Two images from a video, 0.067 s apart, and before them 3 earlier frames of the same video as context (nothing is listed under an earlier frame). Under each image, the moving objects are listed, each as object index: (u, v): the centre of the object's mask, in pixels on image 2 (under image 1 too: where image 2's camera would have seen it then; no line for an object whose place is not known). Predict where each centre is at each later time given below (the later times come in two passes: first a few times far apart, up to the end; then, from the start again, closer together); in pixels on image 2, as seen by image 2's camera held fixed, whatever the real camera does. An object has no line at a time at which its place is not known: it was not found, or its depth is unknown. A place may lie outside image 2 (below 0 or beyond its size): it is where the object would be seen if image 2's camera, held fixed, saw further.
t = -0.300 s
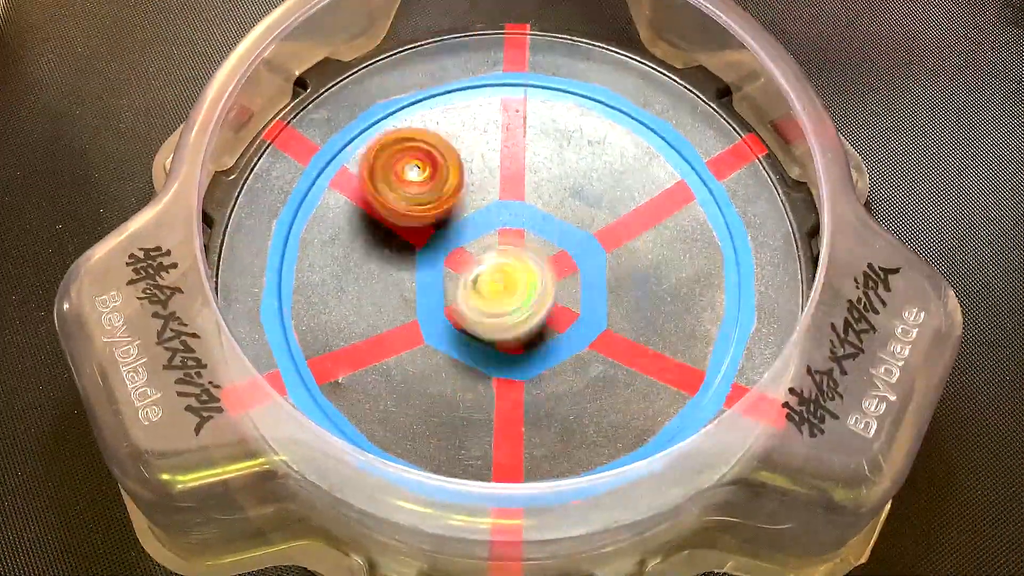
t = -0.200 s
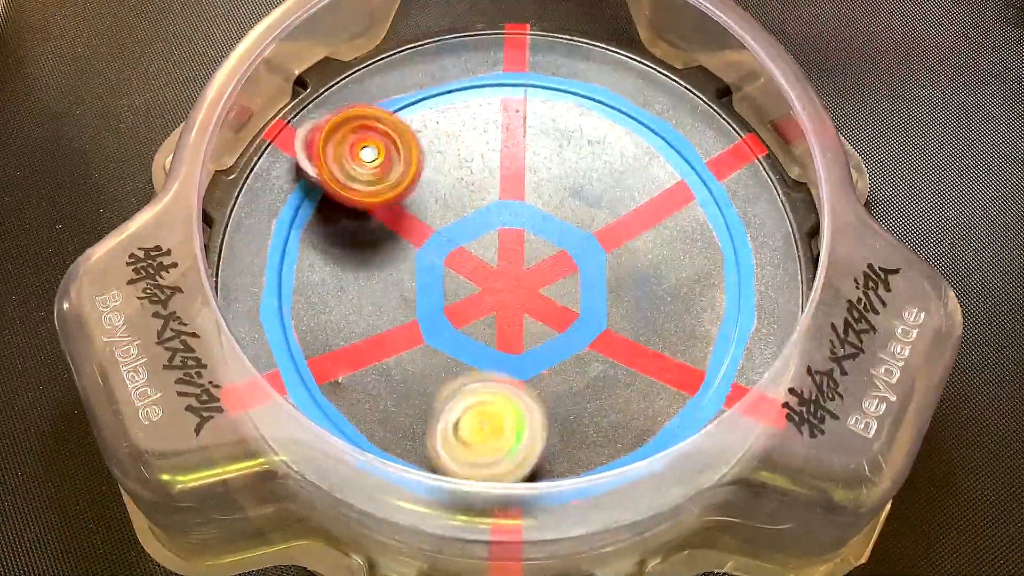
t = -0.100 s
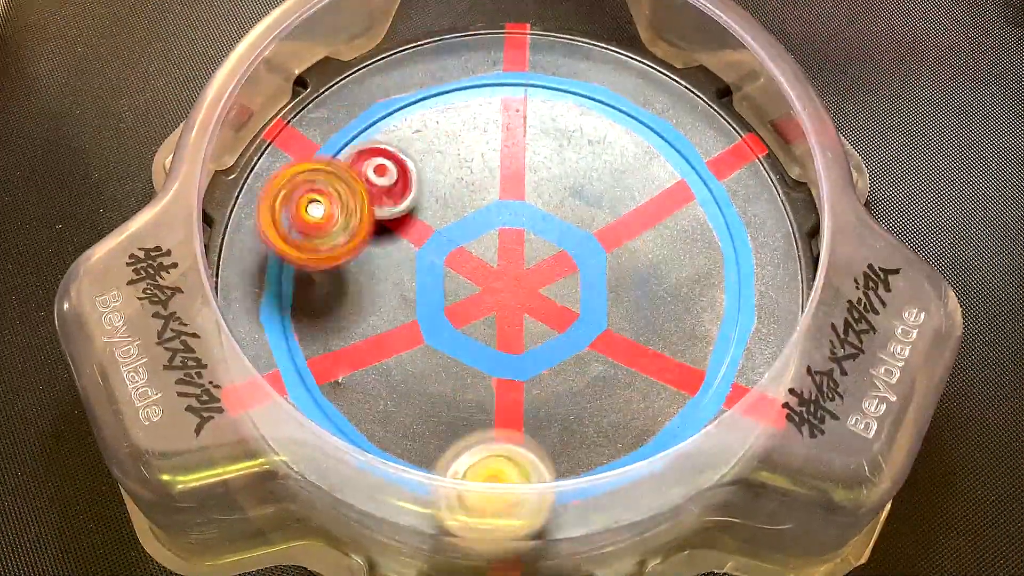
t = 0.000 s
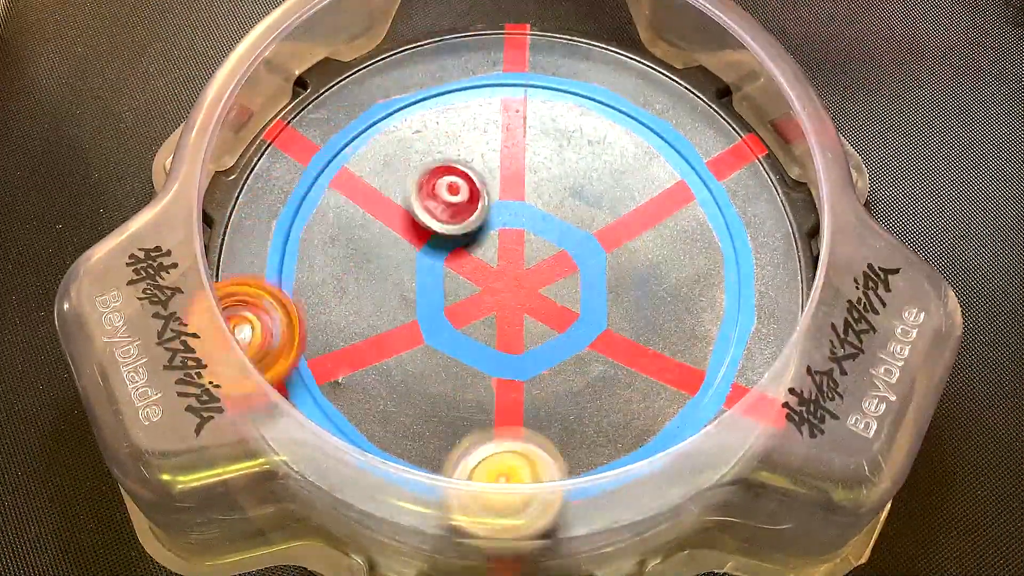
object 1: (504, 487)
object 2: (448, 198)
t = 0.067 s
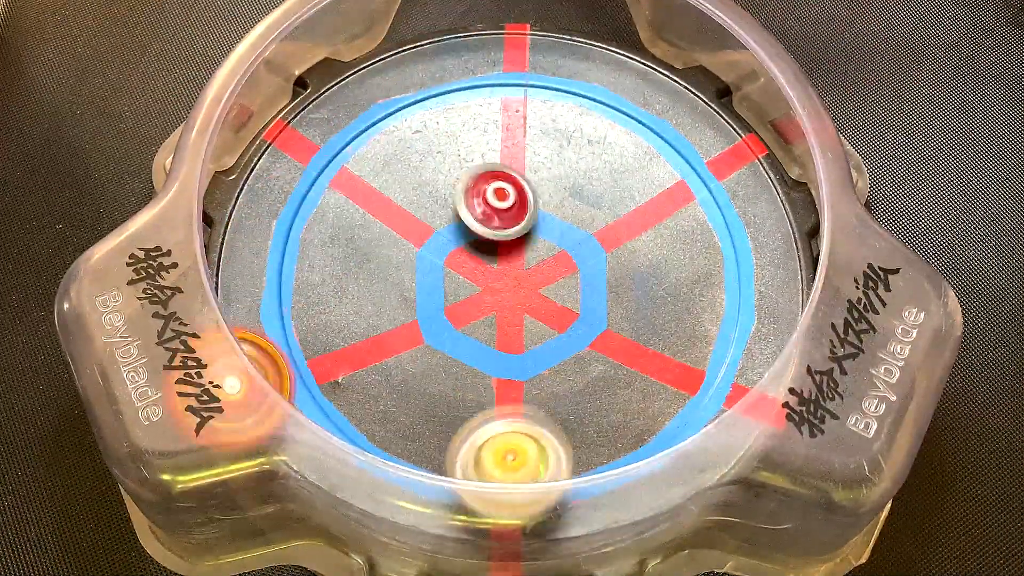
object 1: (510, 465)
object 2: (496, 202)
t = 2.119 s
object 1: (431, 342)
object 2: (593, 338)
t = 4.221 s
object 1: (612, 291)
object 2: (482, 198)
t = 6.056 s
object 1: (482, 311)
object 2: (565, 193)
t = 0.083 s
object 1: (511, 460)
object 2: (508, 203)
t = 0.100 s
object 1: (512, 454)
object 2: (519, 203)
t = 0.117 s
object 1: (513, 440)
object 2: (529, 202)
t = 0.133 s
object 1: (515, 434)
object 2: (538, 202)
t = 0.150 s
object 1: (514, 428)
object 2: (547, 199)
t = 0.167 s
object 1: (514, 420)
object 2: (554, 198)
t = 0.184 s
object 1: (515, 410)
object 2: (562, 197)
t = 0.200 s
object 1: (514, 401)
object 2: (568, 194)
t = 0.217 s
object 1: (514, 389)
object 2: (575, 193)
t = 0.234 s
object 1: (511, 379)
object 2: (580, 190)
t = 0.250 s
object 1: (509, 366)
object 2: (585, 188)
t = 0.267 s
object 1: (506, 355)
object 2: (588, 185)
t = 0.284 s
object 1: (503, 343)
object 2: (591, 182)
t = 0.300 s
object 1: (508, 328)
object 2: (593, 179)
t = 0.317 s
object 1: (515, 314)
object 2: (594, 174)
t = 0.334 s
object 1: (519, 299)
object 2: (594, 170)
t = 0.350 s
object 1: (525, 285)
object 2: (595, 166)
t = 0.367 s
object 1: (530, 270)
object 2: (594, 161)
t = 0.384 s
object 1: (531, 255)
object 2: (592, 156)
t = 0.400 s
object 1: (535, 243)
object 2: (589, 151)
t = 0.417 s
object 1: (536, 229)
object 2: (586, 145)
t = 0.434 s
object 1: (538, 219)
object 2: (581, 140)
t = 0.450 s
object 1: (536, 208)
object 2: (578, 134)
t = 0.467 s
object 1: (529, 205)
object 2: (580, 116)
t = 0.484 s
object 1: (519, 202)
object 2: (582, 93)
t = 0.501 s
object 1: (513, 200)
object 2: (579, 80)
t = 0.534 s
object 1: (494, 197)
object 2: (567, 70)
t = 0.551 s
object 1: (483, 195)
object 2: (559, 70)
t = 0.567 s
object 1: (475, 193)
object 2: (553, 71)
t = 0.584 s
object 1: (466, 191)
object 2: (545, 70)
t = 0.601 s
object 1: (460, 188)
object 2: (538, 70)
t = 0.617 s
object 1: (463, 183)
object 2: (530, 71)
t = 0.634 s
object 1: (469, 176)
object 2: (522, 72)
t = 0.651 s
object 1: (474, 169)
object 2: (513, 75)
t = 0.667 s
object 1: (483, 164)
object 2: (504, 79)
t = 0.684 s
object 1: (483, 163)
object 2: (496, 77)
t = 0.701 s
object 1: (485, 170)
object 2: (488, 75)
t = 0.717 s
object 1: (485, 178)
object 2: (482, 76)
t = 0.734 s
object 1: (486, 183)
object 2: (475, 80)
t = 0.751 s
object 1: (488, 191)
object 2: (467, 87)
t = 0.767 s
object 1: (488, 197)
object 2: (461, 98)
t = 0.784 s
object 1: (490, 204)
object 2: (454, 111)
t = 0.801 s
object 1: (491, 210)
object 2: (450, 121)
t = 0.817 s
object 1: (493, 215)
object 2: (448, 130)
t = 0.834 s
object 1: (493, 220)
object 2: (448, 141)
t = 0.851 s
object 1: (493, 225)
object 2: (447, 150)
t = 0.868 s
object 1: (494, 231)
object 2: (447, 162)
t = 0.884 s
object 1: (495, 237)
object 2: (448, 172)
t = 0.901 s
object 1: (504, 256)
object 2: (445, 156)
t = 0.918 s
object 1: (511, 283)
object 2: (440, 139)
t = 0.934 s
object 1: (517, 310)
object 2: (435, 121)
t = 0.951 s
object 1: (527, 328)
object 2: (430, 109)
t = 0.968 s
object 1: (534, 352)
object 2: (428, 95)
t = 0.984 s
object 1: (540, 369)
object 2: (428, 87)
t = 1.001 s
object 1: (551, 387)
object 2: (428, 83)
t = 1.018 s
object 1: (558, 405)
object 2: (429, 80)
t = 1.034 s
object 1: (564, 417)
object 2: (430, 81)
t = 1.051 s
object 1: (572, 424)
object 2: (431, 83)
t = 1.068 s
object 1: (578, 430)
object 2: (433, 87)
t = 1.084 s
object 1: (584, 442)
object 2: (435, 96)
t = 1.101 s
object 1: (591, 448)
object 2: (438, 106)
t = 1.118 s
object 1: (599, 452)
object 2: (440, 116)
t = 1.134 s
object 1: (604, 451)
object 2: (444, 132)
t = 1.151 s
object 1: (610, 450)
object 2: (449, 145)
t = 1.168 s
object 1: (617, 447)
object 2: (456, 160)
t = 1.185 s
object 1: (622, 443)
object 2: (462, 175)
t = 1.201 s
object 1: (626, 438)
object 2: (471, 190)
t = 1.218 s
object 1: (633, 430)
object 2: (480, 204)
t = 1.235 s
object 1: (635, 420)
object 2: (492, 219)
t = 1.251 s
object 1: (639, 408)
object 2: (505, 233)
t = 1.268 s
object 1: (644, 400)
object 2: (518, 248)
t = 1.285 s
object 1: (649, 393)
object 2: (533, 261)
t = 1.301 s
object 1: (653, 383)
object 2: (547, 273)
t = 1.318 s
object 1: (654, 370)
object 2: (563, 285)
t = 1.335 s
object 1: (656, 358)
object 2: (579, 293)
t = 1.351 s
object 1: (661, 348)
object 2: (592, 298)
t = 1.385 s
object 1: (671, 343)
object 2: (605, 277)
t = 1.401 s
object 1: (677, 344)
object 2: (612, 263)
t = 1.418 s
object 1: (685, 347)
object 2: (618, 250)
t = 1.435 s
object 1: (687, 348)
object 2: (636, 252)
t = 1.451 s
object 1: (690, 346)
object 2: (651, 252)
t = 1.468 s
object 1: (691, 341)
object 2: (669, 250)
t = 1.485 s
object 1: (692, 340)
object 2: (684, 249)
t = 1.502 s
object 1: (694, 336)
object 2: (700, 249)
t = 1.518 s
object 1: (691, 333)
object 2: (717, 251)
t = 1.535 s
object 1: (691, 330)
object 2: (732, 252)
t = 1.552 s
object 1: (690, 323)
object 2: (740, 251)
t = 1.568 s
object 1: (687, 320)
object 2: (745, 252)
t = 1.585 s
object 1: (685, 315)
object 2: (751, 255)
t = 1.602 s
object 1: (680, 312)
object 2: (754, 258)
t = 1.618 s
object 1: (676, 308)
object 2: (760, 261)
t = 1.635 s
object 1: (671, 302)
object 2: (766, 262)
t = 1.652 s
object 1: (665, 300)
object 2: (771, 264)
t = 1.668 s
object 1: (659, 296)
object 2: (775, 265)
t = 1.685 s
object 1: (651, 293)
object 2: (778, 266)
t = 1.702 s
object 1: (645, 290)
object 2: (781, 268)
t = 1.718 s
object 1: (637, 287)
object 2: (783, 269)
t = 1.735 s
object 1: (630, 284)
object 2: (783, 271)
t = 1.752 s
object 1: (624, 284)
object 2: (782, 273)
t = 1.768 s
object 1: (614, 283)
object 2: (781, 275)
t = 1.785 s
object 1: (607, 281)
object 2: (778, 277)
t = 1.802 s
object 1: (599, 280)
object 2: (776, 279)
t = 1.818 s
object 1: (590, 281)
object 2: (772, 282)
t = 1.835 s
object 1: (580, 282)
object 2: (768, 285)
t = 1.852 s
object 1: (569, 282)
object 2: (763, 288)
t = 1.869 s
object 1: (560, 285)
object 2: (757, 291)
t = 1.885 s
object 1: (551, 286)
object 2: (749, 294)
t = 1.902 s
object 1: (540, 289)
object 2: (742, 297)
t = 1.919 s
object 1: (532, 292)
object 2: (735, 301)
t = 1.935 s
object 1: (520, 296)
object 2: (725, 305)
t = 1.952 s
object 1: (510, 299)
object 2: (715, 309)
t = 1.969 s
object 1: (503, 301)
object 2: (704, 313)
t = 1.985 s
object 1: (494, 307)
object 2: (694, 315)
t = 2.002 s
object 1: (485, 310)
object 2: (682, 319)
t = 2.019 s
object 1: (474, 313)
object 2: (670, 322)
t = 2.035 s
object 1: (466, 317)
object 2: (658, 325)
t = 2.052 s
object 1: (458, 322)
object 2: (645, 328)
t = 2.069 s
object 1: (451, 327)
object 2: (632, 330)
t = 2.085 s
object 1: (445, 332)
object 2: (619, 334)
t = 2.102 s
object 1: (438, 336)
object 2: (606, 337)
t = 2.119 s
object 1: (431, 342)
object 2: (593, 338)
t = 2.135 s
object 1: (427, 344)
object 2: (580, 342)
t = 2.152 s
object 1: (424, 349)
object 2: (569, 345)
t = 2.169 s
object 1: (421, 354)
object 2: (556, 347)
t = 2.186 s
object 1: (416, 358)
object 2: (544, 349)
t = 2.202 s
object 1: (414, 361)
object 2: (532, 351)
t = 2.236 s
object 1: (412, 367)
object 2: (510, 355)
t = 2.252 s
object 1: (410, 369)
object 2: (500, 356)
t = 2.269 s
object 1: (408, 373)
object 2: (496, 357)
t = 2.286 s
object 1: (391, 379)
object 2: (515, 351)
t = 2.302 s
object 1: (376, 383)
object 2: (536, 347)
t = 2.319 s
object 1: (364, 384)
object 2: (556, 342)
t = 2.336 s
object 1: (356, 385)
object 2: (576, 332)
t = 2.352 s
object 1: (347, 385)
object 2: (596, 324)
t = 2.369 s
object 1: (342, 386)
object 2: (615, 320)
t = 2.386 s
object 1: (341, 384)
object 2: (633, 314)
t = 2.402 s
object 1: (345, 381)
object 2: (648, 306)
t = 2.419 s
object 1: (351, 377)
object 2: (663, 300)
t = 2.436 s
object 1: (358, 372)
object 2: (676, 295)
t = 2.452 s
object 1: (366, 367)
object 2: (687, 289)
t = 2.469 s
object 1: (371, 363)
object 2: (696, 285)
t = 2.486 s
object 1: (380, 355)
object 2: (704, 281)
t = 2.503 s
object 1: (387, 350)
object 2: (711, 278)
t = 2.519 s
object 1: (396, 343)
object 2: (714, 276)
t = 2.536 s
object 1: (405, 336)
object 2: (716, 275)
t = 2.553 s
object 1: (413, 329)
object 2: (717, 276)
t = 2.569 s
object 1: (422, 324)
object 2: (716, 277)
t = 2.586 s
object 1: (428, 317)
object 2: (714, 279)
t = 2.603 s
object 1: (435, 310)
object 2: (713, 281)
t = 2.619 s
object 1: (441, 303)
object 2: (709, 284)
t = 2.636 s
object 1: (447, 295)
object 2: (703, 287)
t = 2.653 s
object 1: (454, 287)
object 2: (697, 289)
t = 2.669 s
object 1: (461, 281)
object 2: (689, 291)
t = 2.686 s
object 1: (467, 275)
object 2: (682, 293)
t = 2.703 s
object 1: (470, 267)
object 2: (674, 297)
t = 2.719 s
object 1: (474, 259)
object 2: (666, 299)
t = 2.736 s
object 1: (477, 251)
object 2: (656, 303)
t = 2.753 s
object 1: (480, 243)
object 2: (648, 306)
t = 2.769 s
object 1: (485, 235)
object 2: (638, 309)
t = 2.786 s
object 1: (485, 230)
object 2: (629, 314)
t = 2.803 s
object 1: (481, 228)
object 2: (619, 319)
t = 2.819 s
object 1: (478, 229)
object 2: (610, 323)
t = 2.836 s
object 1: (476, 228)
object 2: (600, 327)
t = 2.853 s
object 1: (473, 226)
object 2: (592, 332)
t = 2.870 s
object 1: (471, 223)
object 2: (583, 337)
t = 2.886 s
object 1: (470, 218)
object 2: (574, 342)
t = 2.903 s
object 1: (470, 216)
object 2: (566, 346)
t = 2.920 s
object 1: (471, 212)
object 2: (557, 350)
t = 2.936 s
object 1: (471, 211)
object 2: (549, 354)
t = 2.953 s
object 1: (474, 208)
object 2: (541, 357)
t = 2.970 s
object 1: (474, 205)
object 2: (532, 361)
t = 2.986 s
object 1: (475, 203)
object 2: (524, 365)
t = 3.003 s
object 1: (474, 199)
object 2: (517, 369)
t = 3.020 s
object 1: (475, 195)
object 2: (509, 372)
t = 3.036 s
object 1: (476, 191)
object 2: (503, 375)
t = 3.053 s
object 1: (477, 188)
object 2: (495, 379)
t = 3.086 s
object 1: (482, 181)
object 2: (485, 386)
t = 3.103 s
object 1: (485, 178)
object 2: (481, 389)
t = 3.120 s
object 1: (486, 176)
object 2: (477, 392)
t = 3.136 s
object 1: (489, 175)
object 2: (474, 395)
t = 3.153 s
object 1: (490, 172)
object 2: (471, 398)
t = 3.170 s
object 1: (492, 170)
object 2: (469, 400)
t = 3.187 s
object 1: (494, 167)
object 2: (468, 401)
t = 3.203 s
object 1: (496, 164)
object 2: (468, 403)
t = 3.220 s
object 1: (498, 161)
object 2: (468, 403)
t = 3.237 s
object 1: (501, 159)
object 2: (469, 404)
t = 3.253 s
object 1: (501, 156)
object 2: (470, 404)
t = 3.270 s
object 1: (501, 155)
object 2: (473, 404)
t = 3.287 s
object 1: (501, 154)
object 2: (477, 403)
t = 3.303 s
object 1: (500, 155)
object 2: (483, 402)
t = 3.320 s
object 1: (501, 154)
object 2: (488, 400)
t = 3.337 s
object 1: (501, 155)
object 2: (496, 396)
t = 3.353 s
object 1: (502, 156)
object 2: (501, 390)
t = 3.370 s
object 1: (502, 157)
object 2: (505, 384)
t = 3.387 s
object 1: (504, 159)
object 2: (508, 376)
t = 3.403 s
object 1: (504, 161)
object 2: (511, 368)
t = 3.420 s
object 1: (506, 165)
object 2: (512, 358)
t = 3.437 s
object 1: (507, 167)
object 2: (512, 349)
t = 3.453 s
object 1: (510, 171)
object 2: (510, 339)
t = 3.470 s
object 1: (513, 174)
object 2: (508, 330)
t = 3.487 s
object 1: (515, 179)
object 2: (505, 321)
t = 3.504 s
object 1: (518, 182)
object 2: (502, 312)
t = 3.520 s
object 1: (521, 187)
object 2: (496, 303)
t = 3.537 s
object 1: (525, 191)
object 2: (490, 295)
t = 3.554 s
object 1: (529, 198)
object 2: (485, 288)
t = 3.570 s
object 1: (534, 205)
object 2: (478, 281)
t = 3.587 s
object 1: (536, 211)
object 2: (471, 275)
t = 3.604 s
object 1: (540, 217)
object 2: (464, 270)
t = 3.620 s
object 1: (543, 224)
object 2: (456, 265)
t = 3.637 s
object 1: (548, 230)
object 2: (448, 261)
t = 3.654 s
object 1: (551, 235)
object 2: (441, 259)
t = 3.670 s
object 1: (557, 241)
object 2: (433, 257)
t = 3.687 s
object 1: (561, 246)
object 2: (426, 256)
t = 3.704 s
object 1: (566, 251)
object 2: (418, 256)
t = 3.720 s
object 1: (571, 254)
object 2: (412, 257)
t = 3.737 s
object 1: (576, 258)
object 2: (406, 259)
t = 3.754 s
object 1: (580, 261)
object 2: (400, 262)
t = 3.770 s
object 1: (587, 266)
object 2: (395, 267)
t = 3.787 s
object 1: (593, 268)
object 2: (392, 273)
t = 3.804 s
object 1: (599, 272)
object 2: (389, 279)
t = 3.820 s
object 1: (604, 274)
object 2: (389, 287)
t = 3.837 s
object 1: (608, 277)
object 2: (390, 295)
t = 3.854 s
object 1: (614, 279)
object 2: (394, 303)
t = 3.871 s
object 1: (618, 282)
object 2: (400, 311)
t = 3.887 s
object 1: (623, 284)
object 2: (408, 317)
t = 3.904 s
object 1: (625, 286)
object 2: (418, 322)
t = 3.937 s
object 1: (631, 289)
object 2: (440, 328)
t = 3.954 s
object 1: (634, 289)
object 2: (452, 329)
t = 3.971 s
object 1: (635, 289)
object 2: (465, 328)
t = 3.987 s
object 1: (637, 289)
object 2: (477, 325)
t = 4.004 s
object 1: (637, 288)
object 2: (489, 320)
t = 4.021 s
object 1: (638, 288)
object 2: (501, 315)
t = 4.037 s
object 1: (636, 287)
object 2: (511, 308)
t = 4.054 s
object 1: (636, 286)
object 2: (521, 300)
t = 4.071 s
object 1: (632, 285)
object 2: (529, 291)
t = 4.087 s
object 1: (630, 285)
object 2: (536, 280)
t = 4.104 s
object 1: (625, 283)
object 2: (540, 270)
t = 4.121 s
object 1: (623, 283)
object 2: (543, 258)
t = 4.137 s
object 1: (621, 284)
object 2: (542, 244)
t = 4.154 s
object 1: (620, 285)
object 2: (541, 232)
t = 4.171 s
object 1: (620, 287)
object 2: (528, 219)
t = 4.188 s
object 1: (618, 289)
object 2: (511, 212)
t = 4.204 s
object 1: (615, 290)
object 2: (496, 205)
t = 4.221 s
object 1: (612, 291)
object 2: (482, 198)
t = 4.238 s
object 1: (608, 293)
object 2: (468, 192)
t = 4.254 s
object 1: (604, 294)
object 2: (454, 188)
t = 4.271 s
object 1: (599, 295)
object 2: (442, 184)
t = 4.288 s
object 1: (593, 297)
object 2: (432, 182)
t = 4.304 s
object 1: (588, 298)
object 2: (421, 179)
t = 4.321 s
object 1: (582, 300)
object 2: (413, 179)
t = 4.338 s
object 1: (575, 300)
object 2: (405, 180)
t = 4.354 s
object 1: (568, 303)
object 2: (400, 181)
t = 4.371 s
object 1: (561, 304)
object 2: (394, 183)
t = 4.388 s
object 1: (553, 306)
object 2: (391, 185)
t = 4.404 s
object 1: (547, 307)
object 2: (388, 187)
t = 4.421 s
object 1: (538, 309)
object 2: (386, 190)
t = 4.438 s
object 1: (532, 310)
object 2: (386, 194)
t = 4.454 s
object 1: (525, 314)
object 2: (386, 197)
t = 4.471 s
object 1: (518, 315)
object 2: (386, 200)
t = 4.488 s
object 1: (510, 317)
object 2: (388, 202)
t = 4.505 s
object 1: (504, 319)
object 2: (390, 204)
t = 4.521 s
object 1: (497, 321)
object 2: (392, 206)
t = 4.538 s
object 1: (491, 323)
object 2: (393, 209)
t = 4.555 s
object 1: (484, 325)
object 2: (395, 212)
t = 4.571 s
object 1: (478, 327)
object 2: (398, 213)
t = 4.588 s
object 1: (472, 329)
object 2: (400, 215)
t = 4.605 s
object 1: (466, 331)
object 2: (402, 217)
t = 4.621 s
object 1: (460, 332)
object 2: (405, 219)
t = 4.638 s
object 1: (455, 334)
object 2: (407, 221)
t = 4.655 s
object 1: (450, 335)
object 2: (410, 223)
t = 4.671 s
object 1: (446, 337)
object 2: (412, 226)
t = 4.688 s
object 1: (442, 338)
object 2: (414, 228)
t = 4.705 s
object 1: (439, 338)
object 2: (418, 230)
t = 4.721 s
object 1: (435, 339)
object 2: (420, 232)
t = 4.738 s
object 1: (432, 339)
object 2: (422, 234)
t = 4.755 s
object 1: (429, 338)
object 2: (424, 235)
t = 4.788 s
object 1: (426, 337)
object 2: (428, 238)
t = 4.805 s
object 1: (425, 336)
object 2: (429, 240)
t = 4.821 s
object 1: (425, 334)
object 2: (431, 241)
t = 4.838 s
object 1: (425, 332)
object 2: (433, 242)
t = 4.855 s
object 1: (424, 330)
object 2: (434, 244)
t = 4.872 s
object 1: (425, 329)
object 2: (436, 245)
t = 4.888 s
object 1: (425, 326)
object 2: (437, 245)
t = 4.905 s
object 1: (427, 324)
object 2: (439, 246)
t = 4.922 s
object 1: (428, 321)
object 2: (440, 245)
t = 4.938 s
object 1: (430, 318)
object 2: (441, 245)
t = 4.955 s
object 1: (430, 317)
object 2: (445, 241)
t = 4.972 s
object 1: (432, 318)
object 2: (450, 234)
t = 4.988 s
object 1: (433, 318)
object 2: (456, 227)
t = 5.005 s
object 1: (434, 320)
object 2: (464, 219)
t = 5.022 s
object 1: (435, 320)
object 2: (470, 212)
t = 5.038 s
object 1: (438, 320)
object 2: (478, 207)
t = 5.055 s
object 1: (441, 319)
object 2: (486, 202)
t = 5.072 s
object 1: (446, 319)
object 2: (494, 197)
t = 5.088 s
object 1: (449, 318)
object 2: (499, 193)
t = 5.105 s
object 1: (454, 314)
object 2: (505, 190)
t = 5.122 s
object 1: (458, 312)
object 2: (510, 188)
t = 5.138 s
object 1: (463, 309)
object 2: (515, 186)
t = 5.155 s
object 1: (467, 306)
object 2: (519, 186)
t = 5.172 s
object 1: (472, 301)
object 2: (521, 186)
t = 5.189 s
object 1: (477, 296)
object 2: (523, 187)
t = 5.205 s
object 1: (481, 290)
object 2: (524, 188)
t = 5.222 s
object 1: (485, 285)
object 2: (525, 189)
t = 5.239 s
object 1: (489, 278)
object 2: (525, 191)
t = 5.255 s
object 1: (493, 273)
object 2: (526, 191)
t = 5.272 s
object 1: (496, 267)
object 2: (526, 190)
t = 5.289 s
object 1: (499, 261)
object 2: (527, 188)
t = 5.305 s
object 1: (500, 257)
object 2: (531, 185)
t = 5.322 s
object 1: (500, 255)
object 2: (535, 180)
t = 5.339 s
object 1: (500, 253)
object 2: (541, 173)
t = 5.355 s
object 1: (500, 250)
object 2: (547, 167)
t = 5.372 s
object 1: (499, 248)
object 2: (553, 160)
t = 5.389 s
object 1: (498, 247)
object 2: (559, 155)
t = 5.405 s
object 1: (498, 246)
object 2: (565, 149)
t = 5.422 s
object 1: (498, 243)
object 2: (569, 145)
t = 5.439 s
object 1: (499, 242)
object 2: (572, 143)
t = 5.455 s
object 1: (498, 240)
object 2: (573, 143)
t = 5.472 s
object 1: (499, 239)
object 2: (574, 143)
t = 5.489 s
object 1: (499, 237)
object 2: (574, 144)
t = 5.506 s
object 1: (500, 235)
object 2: (573, 145)
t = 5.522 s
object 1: (500, 233)
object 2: (573, 146)
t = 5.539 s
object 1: (501, 232)
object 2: (573, 148)
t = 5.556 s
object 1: (502, 229)
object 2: (572, 149)
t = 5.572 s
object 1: (504, 228)
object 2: (571, 151)
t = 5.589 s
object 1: (504, 227)
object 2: (569, 154)
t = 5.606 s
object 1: (504, 226)
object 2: (567, 156)
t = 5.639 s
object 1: (505, 223)
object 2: (564, 153)
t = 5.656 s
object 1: (504, 223)
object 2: (562, 153)
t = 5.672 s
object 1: (505, 221)
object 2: (560, 153)
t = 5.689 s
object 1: (504, 221)
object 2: (559, 154)
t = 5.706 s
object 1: (505, 220)
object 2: (558, 154)
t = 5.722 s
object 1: (505, 221)
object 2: (557, 156)
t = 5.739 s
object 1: (505, 221)
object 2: (556, 158)
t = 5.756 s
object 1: (505, 222)
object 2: (555, 161)
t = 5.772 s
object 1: (506, 222)
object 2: (555, 165)
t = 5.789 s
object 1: (505, 225)
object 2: (556, 168)
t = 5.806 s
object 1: (503, 230)
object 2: (558, 172)
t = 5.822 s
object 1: (501, 234)
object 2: (560, 178)
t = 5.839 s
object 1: (501, 238)
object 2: (563, 184)
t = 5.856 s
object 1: (499, 243)
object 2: (564, 188)
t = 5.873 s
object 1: (499, 248)
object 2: (566, 189)
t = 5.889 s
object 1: (496, 253)
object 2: (568, 193)
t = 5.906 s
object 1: (495, 258)
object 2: (574, 197)
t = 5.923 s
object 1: (493, 264)
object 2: (577, 198)
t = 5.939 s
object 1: (491, 271)
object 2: (578, 198)
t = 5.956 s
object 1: (490, 276)
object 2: (579, 198)
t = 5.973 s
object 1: (486, 283)
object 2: (579, 199)
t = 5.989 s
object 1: (485, 288)
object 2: (577, 197)
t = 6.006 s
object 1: (483, 294)
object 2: (575, 195)
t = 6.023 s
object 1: (483, 299)
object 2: (572, 195)
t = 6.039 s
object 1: (482, 306)
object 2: (569, 193)
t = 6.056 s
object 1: (482, 311)
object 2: (565, 193)
